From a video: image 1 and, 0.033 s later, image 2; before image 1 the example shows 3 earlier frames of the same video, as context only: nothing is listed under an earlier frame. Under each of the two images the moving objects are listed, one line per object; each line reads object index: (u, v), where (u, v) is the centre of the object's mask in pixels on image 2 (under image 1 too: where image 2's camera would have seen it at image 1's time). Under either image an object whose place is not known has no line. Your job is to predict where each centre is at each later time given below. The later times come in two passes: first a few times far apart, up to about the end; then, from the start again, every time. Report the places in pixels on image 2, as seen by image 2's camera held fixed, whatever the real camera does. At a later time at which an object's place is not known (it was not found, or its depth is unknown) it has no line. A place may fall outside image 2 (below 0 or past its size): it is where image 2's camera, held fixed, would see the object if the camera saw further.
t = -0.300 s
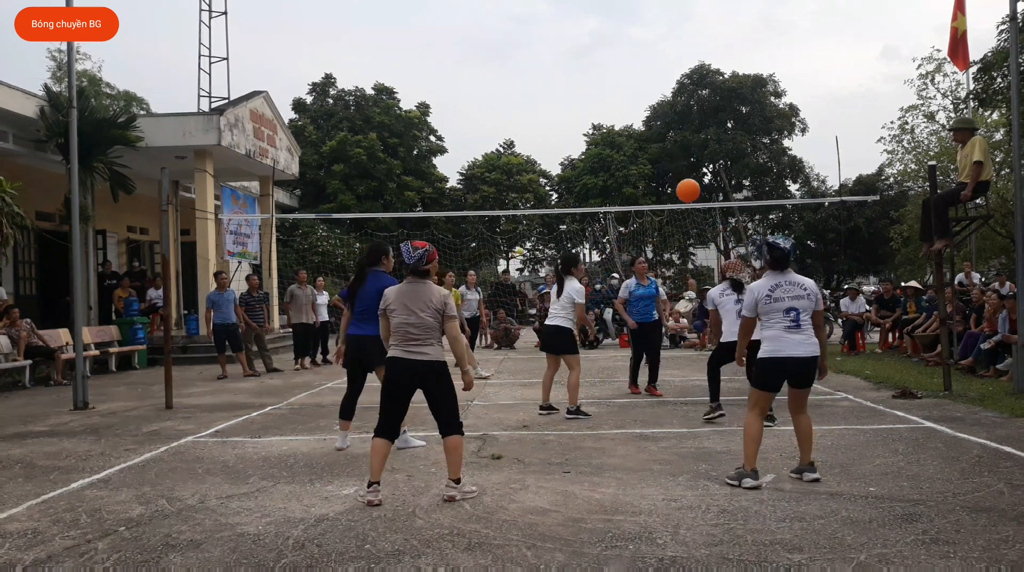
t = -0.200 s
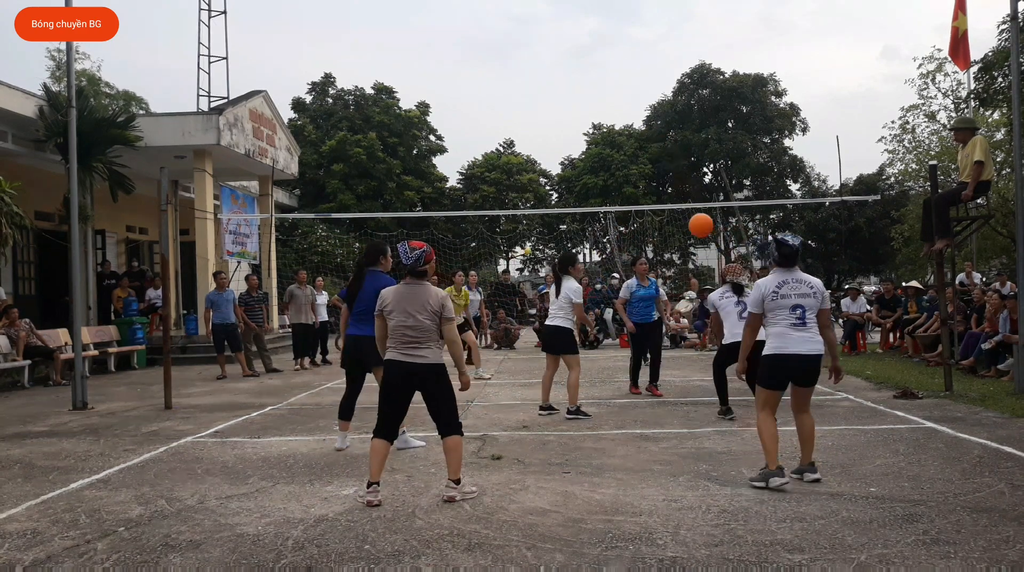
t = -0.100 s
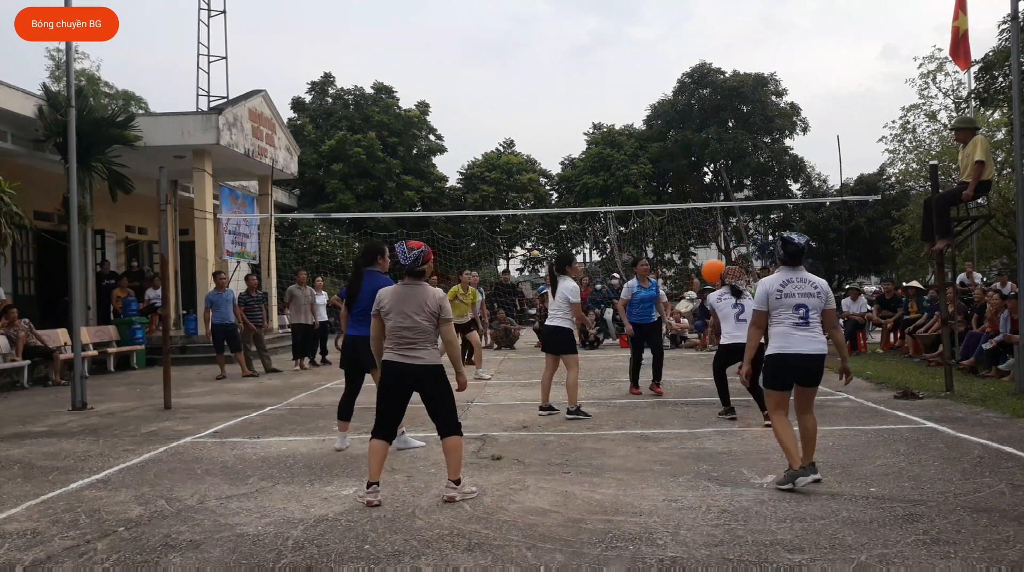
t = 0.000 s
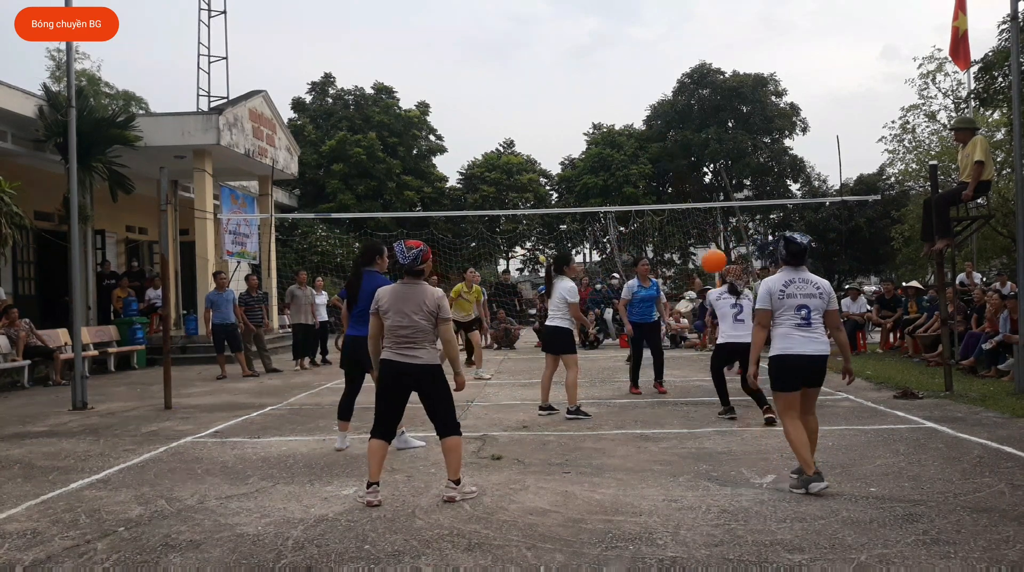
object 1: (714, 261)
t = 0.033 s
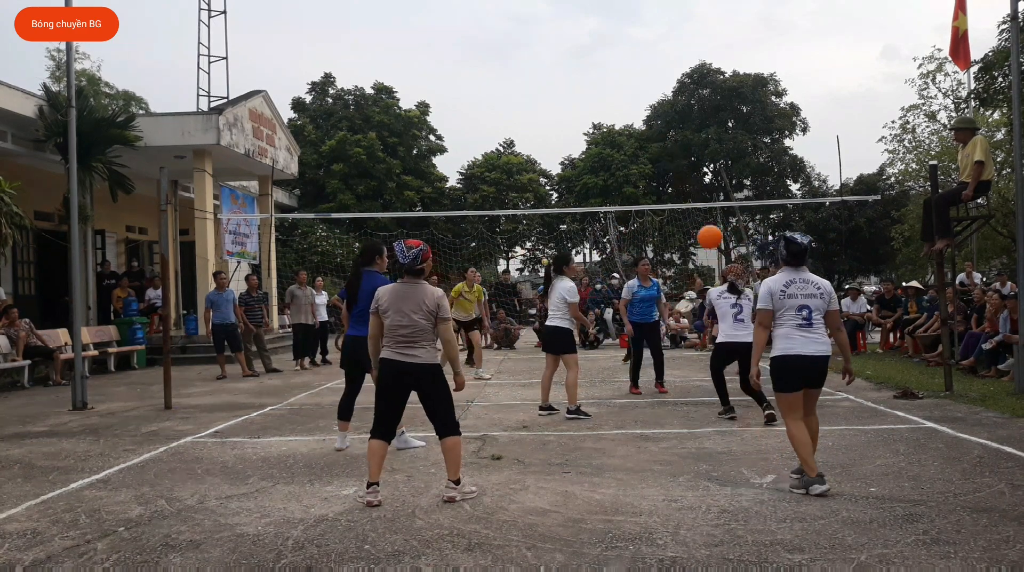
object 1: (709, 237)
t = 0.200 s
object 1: (690, 135)
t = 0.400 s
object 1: (669, 51)
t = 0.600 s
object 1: (650, 11)
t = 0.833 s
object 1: (631, 16)
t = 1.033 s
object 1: (615, 64)
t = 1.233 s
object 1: (602, 156)
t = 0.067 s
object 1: (705, 215)
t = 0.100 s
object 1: (701, 193)
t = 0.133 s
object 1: (697, 173)
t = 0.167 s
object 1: (694, 153)
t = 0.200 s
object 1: (690, 135)
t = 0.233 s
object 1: (686, 119)
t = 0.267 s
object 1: (683, 103)
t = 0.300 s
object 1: (680, 88)
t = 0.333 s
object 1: (676, 75)
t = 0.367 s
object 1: (673, 62)
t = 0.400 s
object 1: (669, 51)
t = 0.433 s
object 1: (666, 41)
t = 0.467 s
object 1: (663, 33)
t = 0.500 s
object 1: (659, 25)
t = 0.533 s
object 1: (656, 19)
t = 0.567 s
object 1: (653, 14)
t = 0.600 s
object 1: (650, 11)
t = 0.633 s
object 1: (647, 9)
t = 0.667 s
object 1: (644, 9)
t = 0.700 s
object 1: (641, 9)
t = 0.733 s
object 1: (638, 9)
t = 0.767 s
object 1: (636, 10)
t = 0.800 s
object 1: (633, 12)
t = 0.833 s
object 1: (631, 16)
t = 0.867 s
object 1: (628, 21)
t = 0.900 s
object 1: (625, 27)
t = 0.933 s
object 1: (623, 34)
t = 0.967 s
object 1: (620, 43)
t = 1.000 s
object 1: (618, 53)
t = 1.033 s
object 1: (615, 64)
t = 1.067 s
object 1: (613, 76)
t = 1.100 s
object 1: (611, 90)
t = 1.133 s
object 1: (608, 105)
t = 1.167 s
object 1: (606, 121)
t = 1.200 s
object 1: (604, 138)
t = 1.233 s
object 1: (602, 156)
